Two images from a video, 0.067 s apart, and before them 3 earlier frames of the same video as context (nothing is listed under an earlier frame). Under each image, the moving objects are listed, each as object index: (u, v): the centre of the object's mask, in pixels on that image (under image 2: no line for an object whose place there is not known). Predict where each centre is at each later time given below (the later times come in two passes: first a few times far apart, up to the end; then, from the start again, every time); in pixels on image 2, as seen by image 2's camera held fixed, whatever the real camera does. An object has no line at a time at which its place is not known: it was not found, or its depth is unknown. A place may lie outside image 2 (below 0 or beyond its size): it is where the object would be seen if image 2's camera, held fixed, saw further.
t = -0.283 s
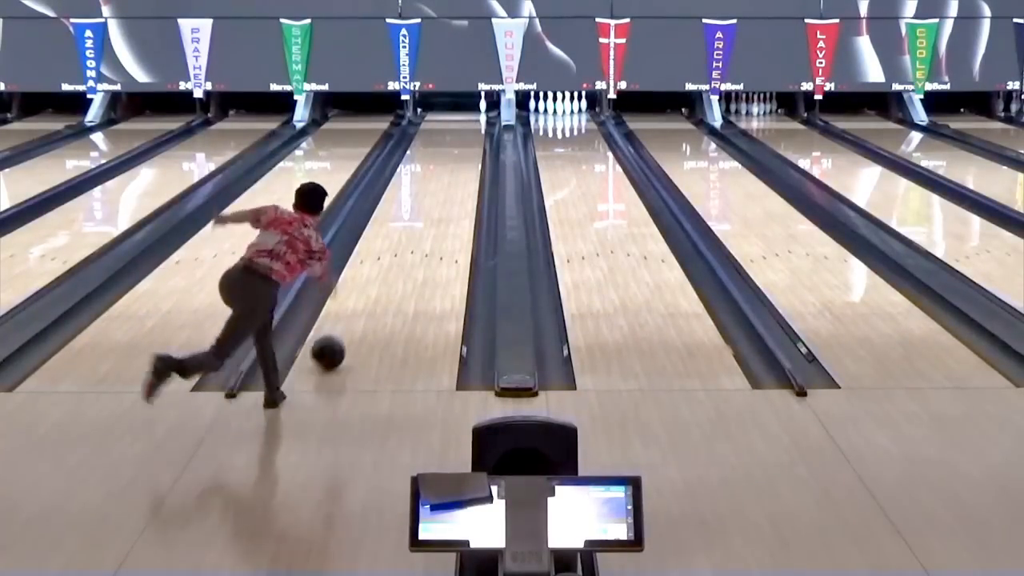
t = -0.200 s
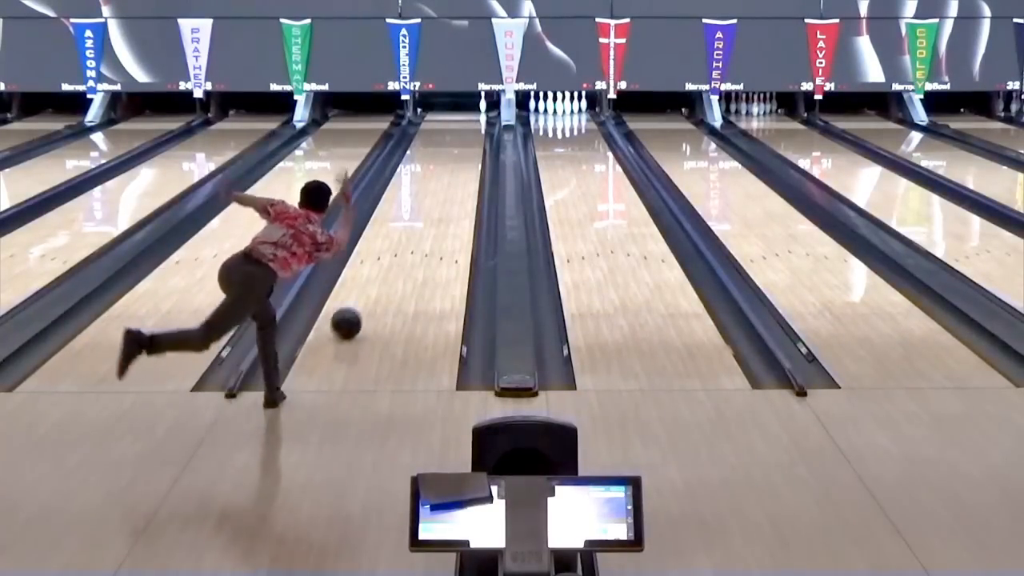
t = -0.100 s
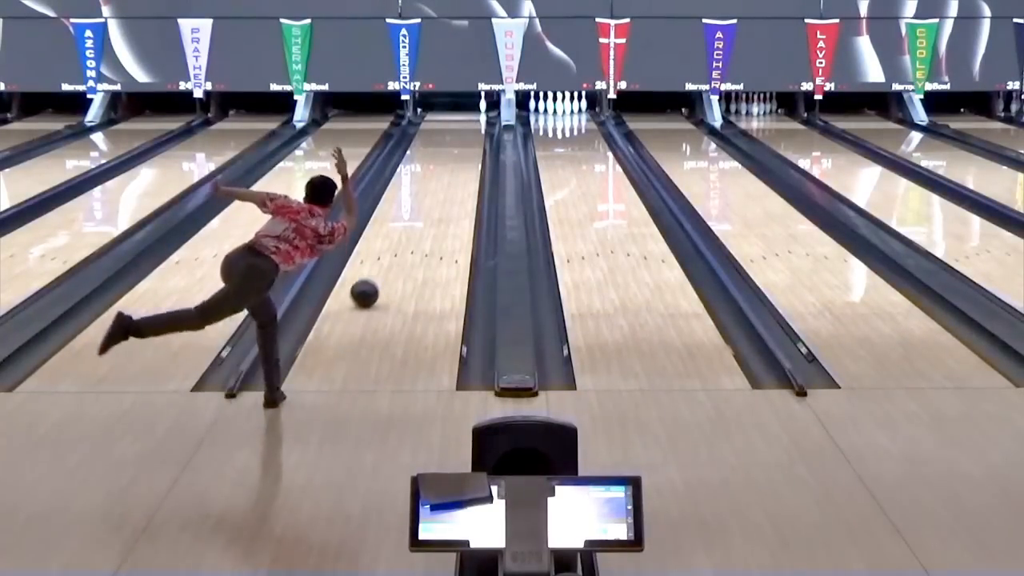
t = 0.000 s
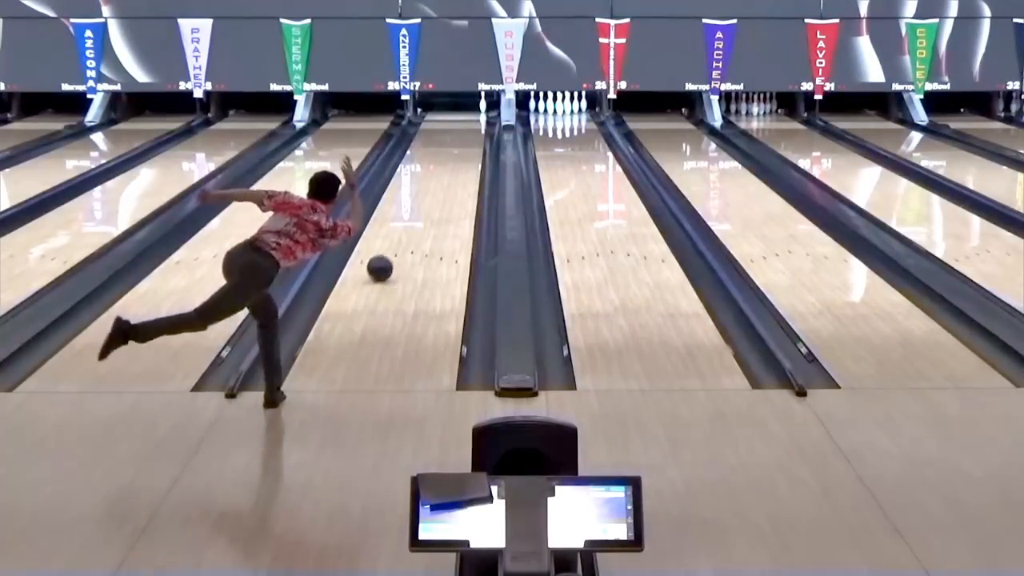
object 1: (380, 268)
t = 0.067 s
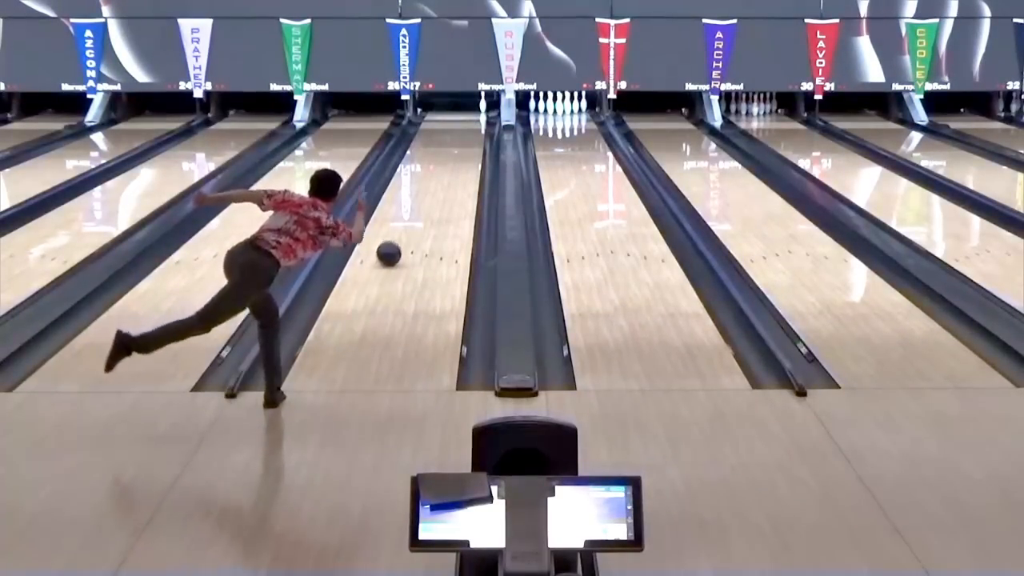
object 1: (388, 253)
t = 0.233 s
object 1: (407, 223)
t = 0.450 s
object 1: (426, 191)
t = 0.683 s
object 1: (442, 166)
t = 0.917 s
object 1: (454, 146)
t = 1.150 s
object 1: (463, 130)
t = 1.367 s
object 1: (469, 117)
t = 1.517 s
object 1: (473, 110)
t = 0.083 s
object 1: (391, 250)
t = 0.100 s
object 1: (392, 246)
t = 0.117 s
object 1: (395, 243)
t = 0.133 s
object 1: (397, 240)
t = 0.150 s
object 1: (398, 237)
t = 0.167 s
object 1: (400, 234)
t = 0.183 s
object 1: (402, 231)
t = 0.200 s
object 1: (404, 228)
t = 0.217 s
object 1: (406, 225)
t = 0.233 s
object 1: (407, 223)
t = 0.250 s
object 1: (409, 220)
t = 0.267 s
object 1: (411, 217)
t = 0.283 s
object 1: (412, 214)
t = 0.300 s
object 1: (414, 212)
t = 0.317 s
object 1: (415, 210)
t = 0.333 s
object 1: (417, 207)
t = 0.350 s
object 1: (418, 205)
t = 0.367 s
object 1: (420, 202)
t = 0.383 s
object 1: (421, 200)
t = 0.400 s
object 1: (422, 198)
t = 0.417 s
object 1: (424, 196)
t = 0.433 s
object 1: (425, 193)
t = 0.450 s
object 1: (426, 191)
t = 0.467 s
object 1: (428, 189)
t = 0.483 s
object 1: (429, 187)
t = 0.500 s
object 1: (430, 185)
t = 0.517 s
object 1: (431, 183)
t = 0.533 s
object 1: (432, 181)
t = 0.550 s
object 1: (434, 179)
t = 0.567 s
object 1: (435, 177)
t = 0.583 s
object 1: (436, 176)
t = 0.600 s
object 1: (437, 174)
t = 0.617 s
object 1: (438, 172)
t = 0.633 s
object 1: (439, 171)
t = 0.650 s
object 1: (440, 169)
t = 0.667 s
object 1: (441, 167)
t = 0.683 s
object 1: (442, 166)
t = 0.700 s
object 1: (443, 164)
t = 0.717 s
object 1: (444, 163)
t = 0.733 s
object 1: (445, 161)
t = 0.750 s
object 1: (446, 160)
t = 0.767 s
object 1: (447, 158)
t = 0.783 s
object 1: (447, 157)
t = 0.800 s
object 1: (448, 156)
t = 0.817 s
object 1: (449, 154)
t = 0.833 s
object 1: (450, 153)
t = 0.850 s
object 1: (451, 152)
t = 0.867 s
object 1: (451, 150)
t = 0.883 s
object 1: (452, 149)
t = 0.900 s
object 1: (453, 147)
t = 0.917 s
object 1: (454, 146)
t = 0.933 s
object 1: (455, 145)
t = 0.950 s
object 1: (455, 143)
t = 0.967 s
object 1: (456, 142)
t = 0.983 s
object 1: (457, 141)
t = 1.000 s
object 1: (457, 140)
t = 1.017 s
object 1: (458, 139)
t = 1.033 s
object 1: (459, 137)
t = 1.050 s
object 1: (459, 136)
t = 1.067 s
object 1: (460, 135)
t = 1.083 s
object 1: (461, 134)
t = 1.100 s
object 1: (461, 133)
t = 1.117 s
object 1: (462, 132)
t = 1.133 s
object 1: (462, 131)
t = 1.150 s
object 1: (463, 130)
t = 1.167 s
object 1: (463, 128)
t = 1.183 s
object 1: (464, 128)
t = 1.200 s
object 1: (464, 127)
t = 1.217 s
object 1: (465, 125)
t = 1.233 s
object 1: (465, 124)
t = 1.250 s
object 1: (466, 123)
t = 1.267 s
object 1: (466, 122)
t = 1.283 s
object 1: (467, 121)
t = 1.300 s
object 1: (467, 120)
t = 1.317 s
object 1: (468, 120)
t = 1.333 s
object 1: (468, 119)
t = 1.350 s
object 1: (469, 118)
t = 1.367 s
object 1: (469, 117)
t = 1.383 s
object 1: (470, 116)
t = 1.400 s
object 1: (470, 115)
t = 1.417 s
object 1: (470, 114)
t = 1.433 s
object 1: (471, 114)
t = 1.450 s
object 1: (471, 113)
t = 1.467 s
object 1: (472, 112)
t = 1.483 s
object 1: (472, 111)
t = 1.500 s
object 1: (472, 111)
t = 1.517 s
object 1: (473, 110)
